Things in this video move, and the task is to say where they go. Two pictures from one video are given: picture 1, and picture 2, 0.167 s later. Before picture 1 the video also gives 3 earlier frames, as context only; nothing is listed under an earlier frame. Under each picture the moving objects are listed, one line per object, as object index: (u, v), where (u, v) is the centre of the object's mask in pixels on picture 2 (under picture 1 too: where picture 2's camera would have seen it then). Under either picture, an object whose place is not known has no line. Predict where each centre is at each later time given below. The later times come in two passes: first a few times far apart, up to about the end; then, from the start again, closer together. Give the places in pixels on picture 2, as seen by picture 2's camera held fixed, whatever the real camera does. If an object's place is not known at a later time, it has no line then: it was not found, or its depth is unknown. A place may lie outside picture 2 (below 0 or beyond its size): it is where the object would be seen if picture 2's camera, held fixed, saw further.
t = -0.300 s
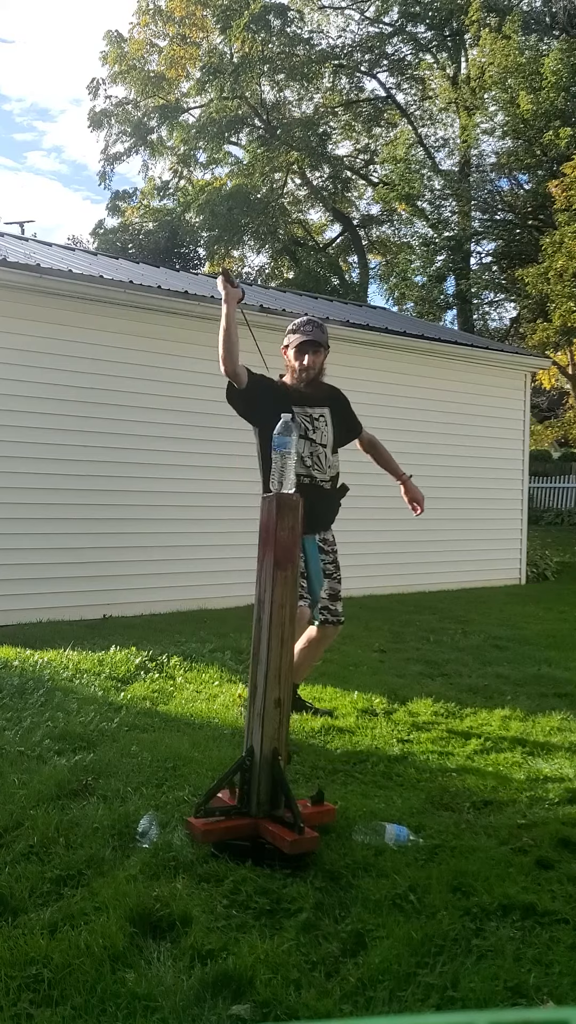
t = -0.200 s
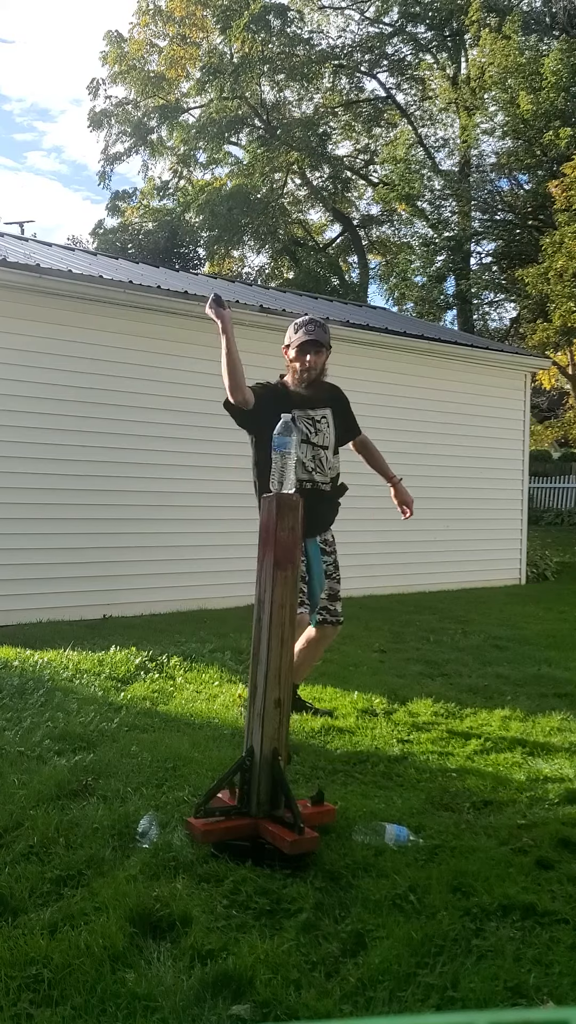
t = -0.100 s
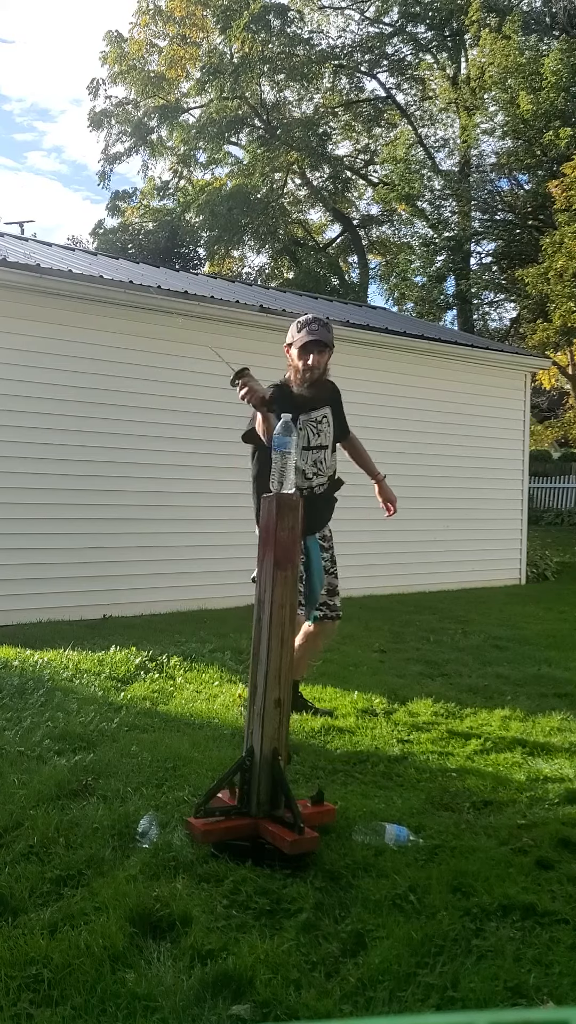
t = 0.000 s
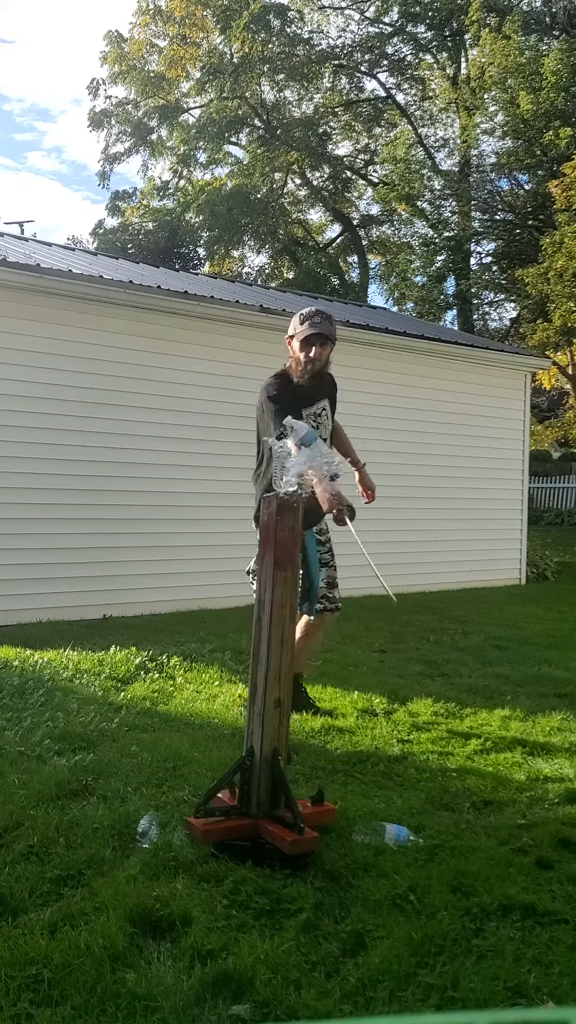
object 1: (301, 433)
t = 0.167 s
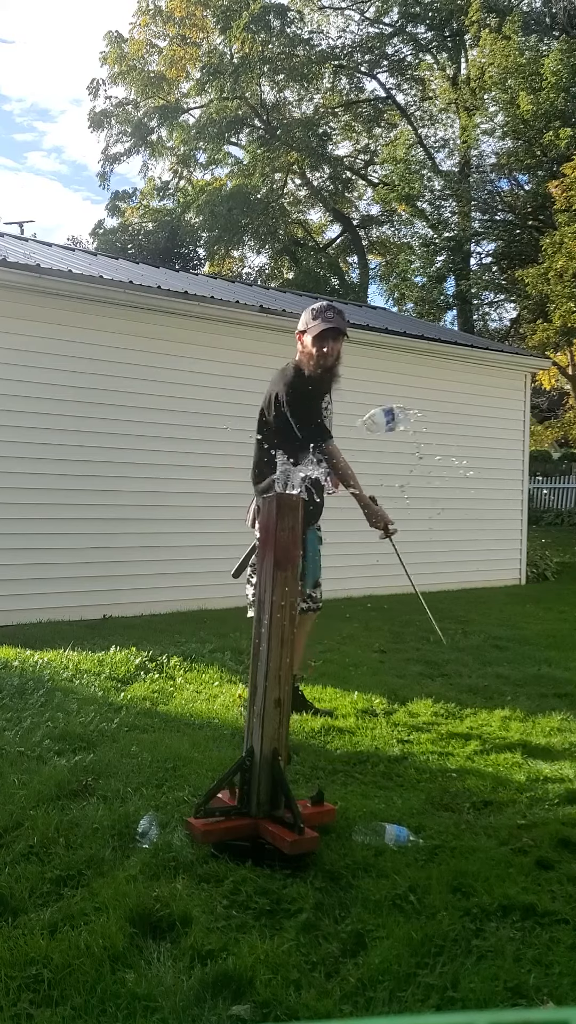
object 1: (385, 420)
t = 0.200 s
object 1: (400, 428)
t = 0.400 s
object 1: (486, 568)
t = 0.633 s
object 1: (551, 851)
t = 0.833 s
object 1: (553, 844)
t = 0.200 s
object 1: (400, 428)
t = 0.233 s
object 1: (415, 441)
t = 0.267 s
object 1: (430, 457)
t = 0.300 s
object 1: (445, 478)
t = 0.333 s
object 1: (458, 504)
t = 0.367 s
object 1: (473, 531)
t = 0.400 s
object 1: (486, 568)
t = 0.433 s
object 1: (499, 605)
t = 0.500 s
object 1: (524, 689)
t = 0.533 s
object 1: (535, 737)
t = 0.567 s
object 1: (550, 792)
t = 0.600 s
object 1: (555, 841)
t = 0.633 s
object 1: (551, 851)
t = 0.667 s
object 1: (554, 845)
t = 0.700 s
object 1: (555, 840)
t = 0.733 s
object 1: (556, 840)
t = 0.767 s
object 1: (556, 841)
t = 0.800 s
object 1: (555, 843)
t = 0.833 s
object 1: (553, 844)
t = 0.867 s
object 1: (553, 844)
